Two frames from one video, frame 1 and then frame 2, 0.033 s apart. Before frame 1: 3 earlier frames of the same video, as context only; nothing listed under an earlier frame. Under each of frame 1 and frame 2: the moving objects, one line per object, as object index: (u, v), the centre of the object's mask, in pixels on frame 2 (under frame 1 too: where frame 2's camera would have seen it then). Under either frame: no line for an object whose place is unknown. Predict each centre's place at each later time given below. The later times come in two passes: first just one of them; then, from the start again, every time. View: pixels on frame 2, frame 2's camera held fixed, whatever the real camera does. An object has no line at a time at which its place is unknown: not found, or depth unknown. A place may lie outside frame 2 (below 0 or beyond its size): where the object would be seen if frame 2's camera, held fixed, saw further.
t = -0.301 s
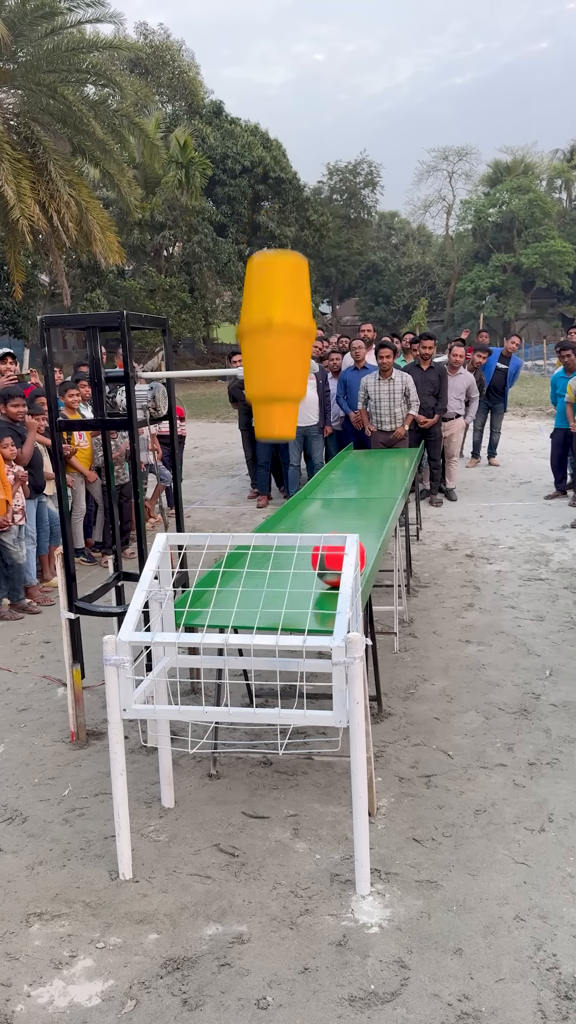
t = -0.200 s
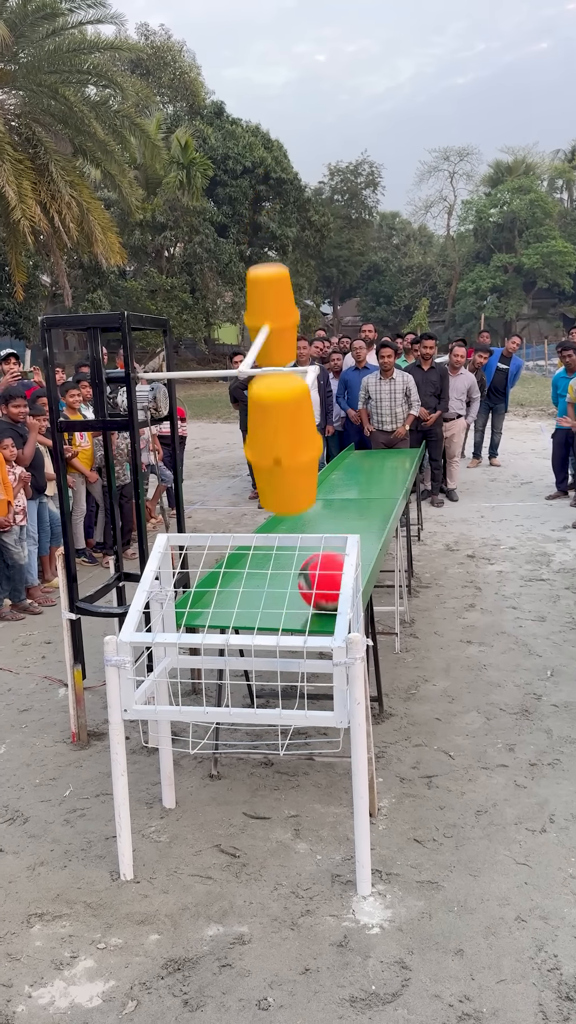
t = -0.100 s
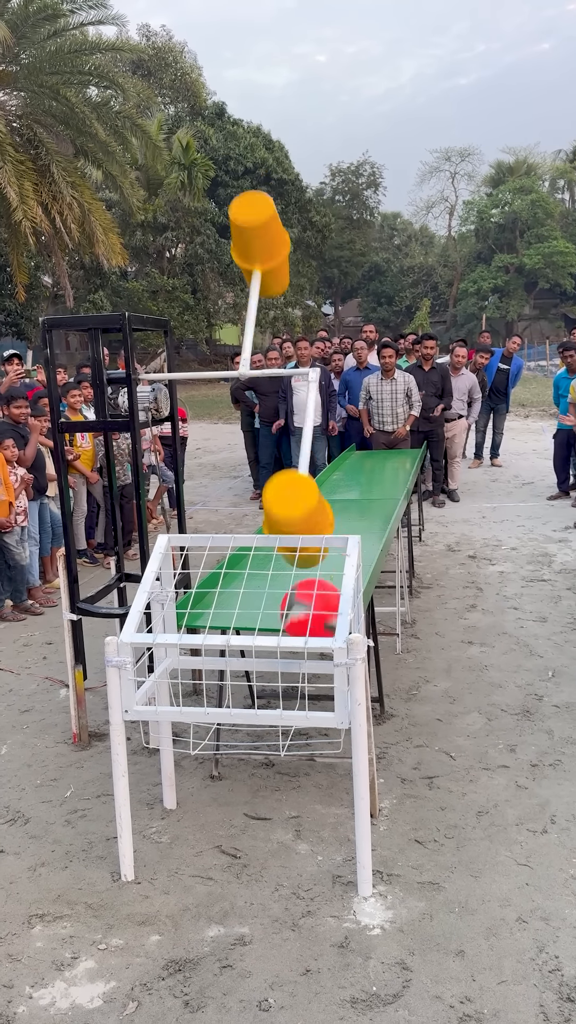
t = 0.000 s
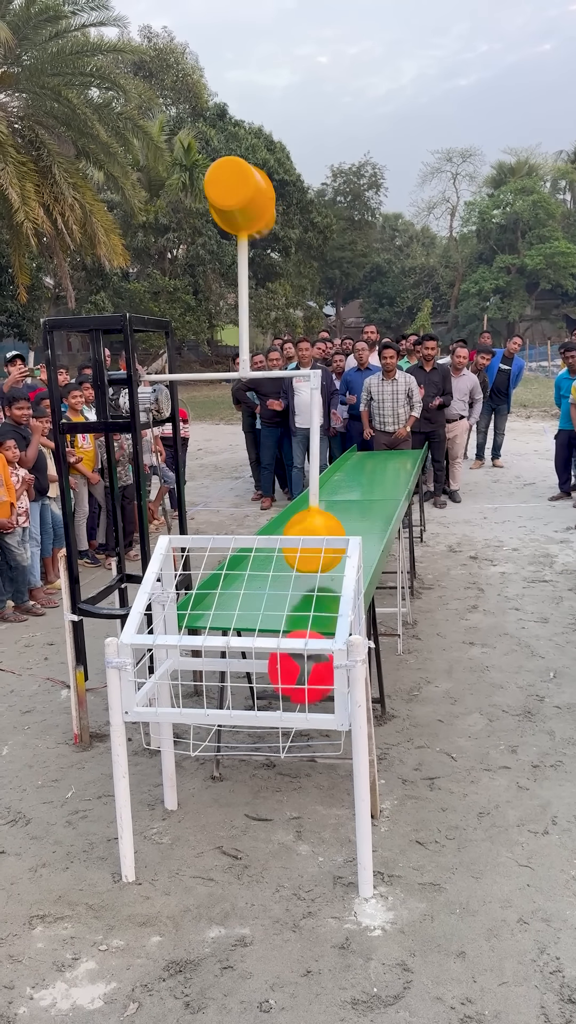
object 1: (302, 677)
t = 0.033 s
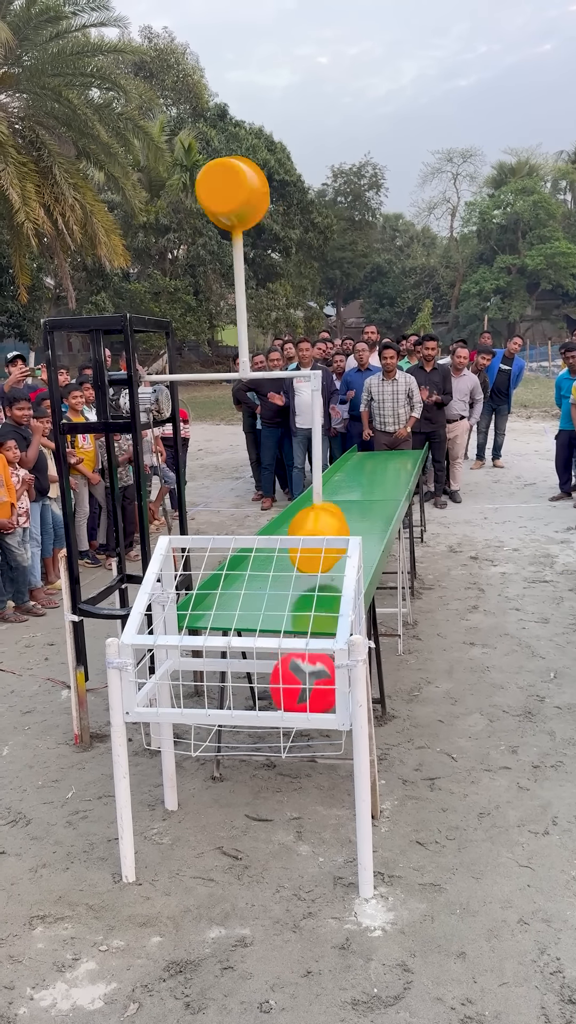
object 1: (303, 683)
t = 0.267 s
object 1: (285, 638)
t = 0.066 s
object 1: (305, 692)
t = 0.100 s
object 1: (305, 705)
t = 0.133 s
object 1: (301, 685)
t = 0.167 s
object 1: (296, 678)
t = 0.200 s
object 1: (292, 664)
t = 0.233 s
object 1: (287, 652)
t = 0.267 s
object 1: (285, 638)
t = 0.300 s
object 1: (280, 637)
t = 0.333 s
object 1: (277, 637)
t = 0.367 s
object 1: (273, 651)
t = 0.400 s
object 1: (266, 654)
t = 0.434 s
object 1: (262, 672)
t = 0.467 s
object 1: (257, 679)
